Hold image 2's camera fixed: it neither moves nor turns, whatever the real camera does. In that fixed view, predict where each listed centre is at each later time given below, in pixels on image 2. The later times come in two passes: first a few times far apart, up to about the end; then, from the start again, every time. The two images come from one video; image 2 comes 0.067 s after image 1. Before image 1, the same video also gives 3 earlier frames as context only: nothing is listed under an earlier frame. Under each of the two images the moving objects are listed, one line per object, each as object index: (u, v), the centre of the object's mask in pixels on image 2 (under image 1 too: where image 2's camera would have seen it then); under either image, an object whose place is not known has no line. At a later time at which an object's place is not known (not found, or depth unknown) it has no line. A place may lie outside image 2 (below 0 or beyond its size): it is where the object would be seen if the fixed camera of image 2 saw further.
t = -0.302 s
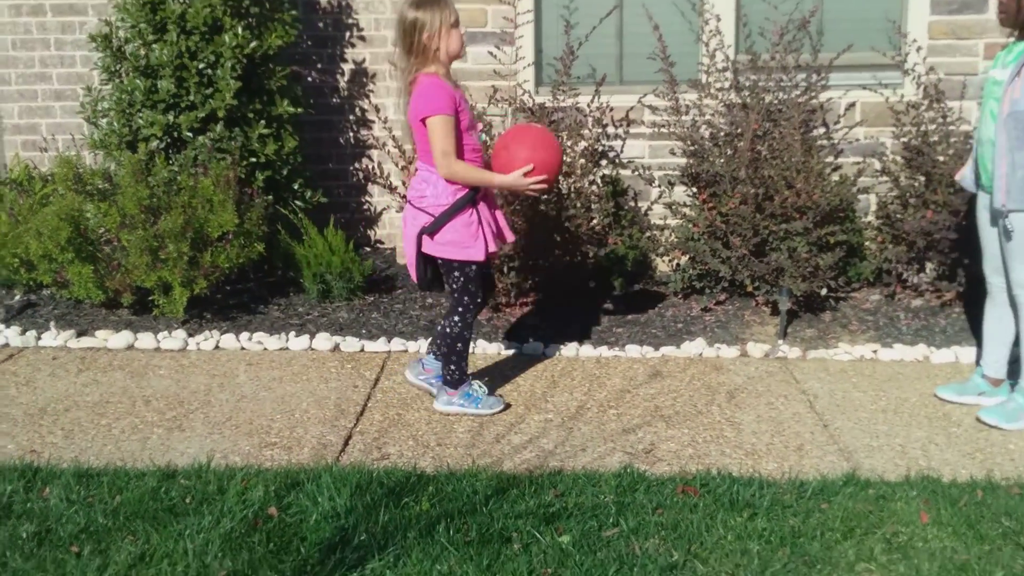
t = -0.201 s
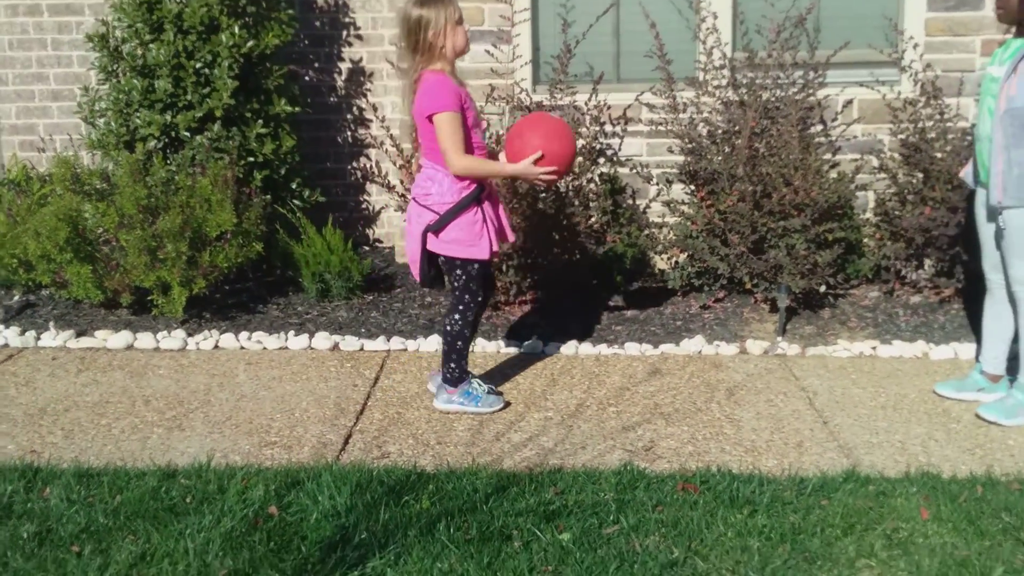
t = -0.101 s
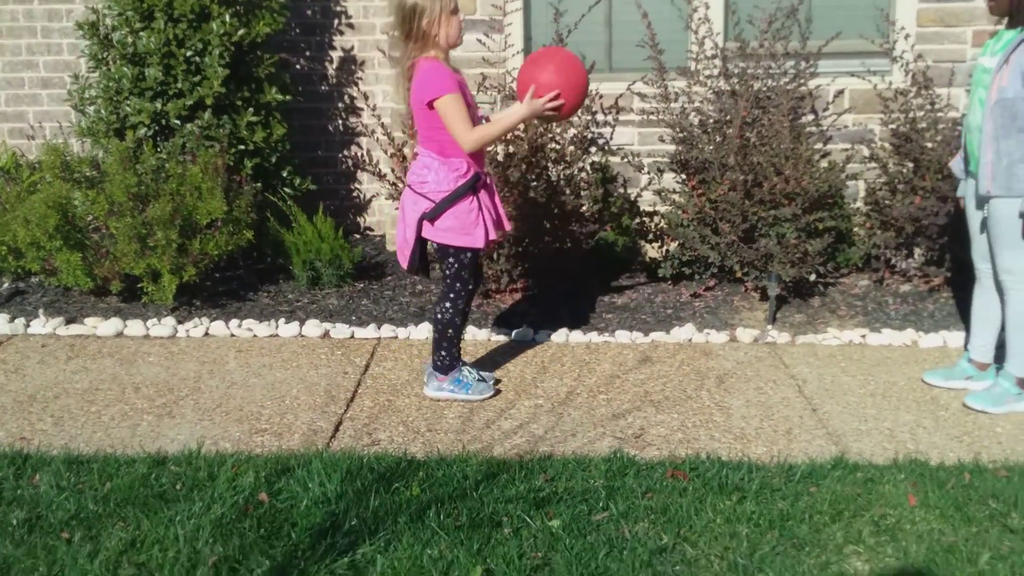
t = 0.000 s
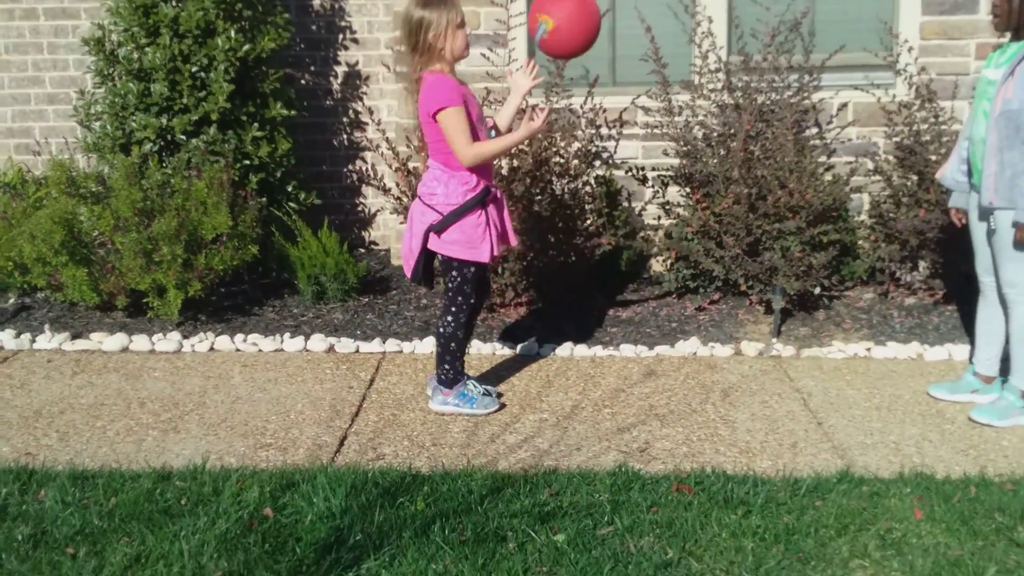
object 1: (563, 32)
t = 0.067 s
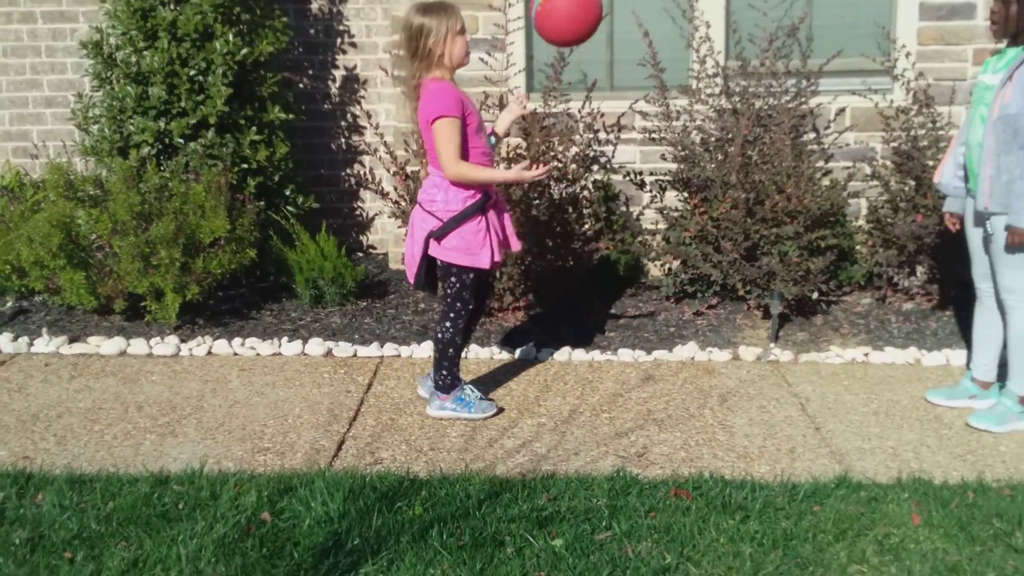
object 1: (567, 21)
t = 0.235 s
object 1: (575, 31)
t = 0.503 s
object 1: (591, 233)
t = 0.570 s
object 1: (595, 309)
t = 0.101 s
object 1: (568, 18)
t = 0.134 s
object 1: (570, 17)
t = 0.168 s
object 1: (572, 18)
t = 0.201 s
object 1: (573, 23)
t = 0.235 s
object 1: (575, 31)
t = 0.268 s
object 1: (576, 46)
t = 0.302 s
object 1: (579, 64)
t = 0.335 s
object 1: (581, 85)
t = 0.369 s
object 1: (583, 109)
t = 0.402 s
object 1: (585, 137)
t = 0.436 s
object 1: (587, 166)
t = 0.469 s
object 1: (589, 198)
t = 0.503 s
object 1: (591, 233)
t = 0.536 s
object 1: (594, 270)
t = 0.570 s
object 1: (595, 309)
